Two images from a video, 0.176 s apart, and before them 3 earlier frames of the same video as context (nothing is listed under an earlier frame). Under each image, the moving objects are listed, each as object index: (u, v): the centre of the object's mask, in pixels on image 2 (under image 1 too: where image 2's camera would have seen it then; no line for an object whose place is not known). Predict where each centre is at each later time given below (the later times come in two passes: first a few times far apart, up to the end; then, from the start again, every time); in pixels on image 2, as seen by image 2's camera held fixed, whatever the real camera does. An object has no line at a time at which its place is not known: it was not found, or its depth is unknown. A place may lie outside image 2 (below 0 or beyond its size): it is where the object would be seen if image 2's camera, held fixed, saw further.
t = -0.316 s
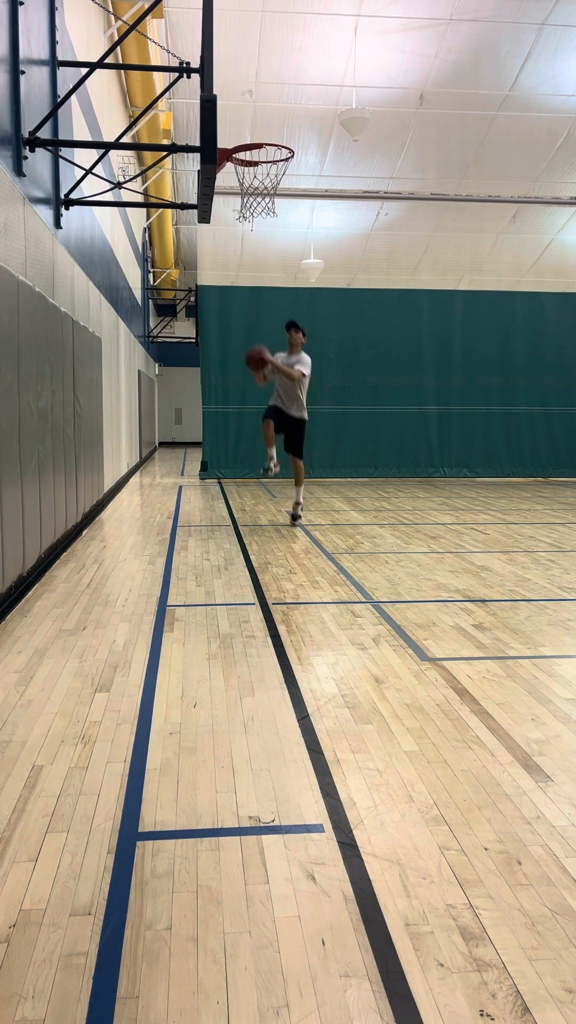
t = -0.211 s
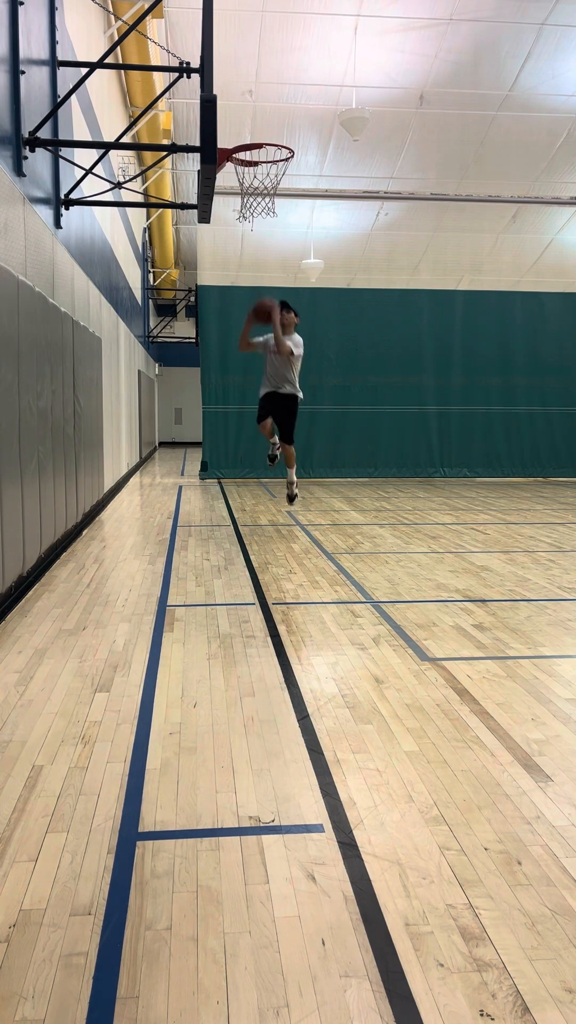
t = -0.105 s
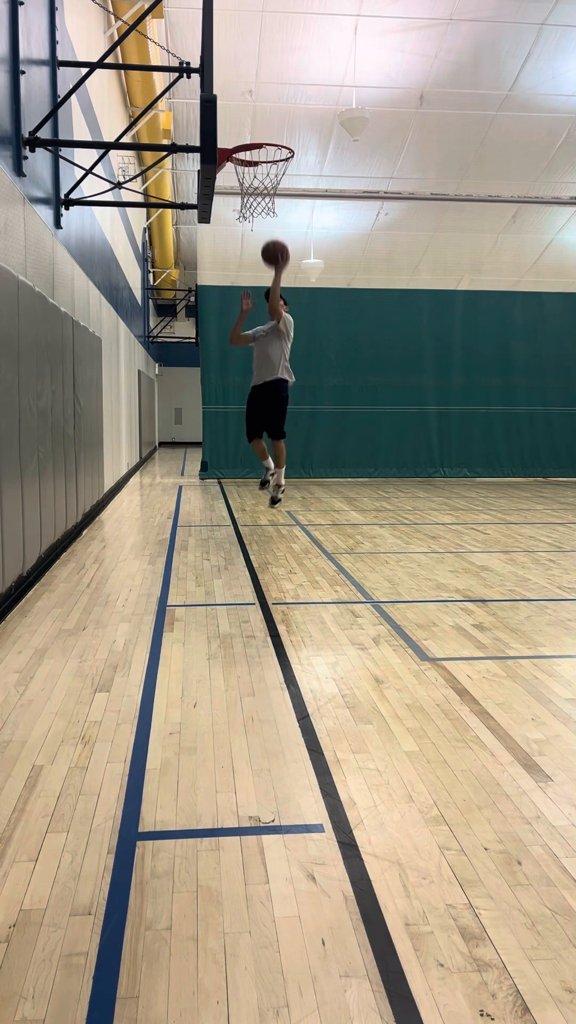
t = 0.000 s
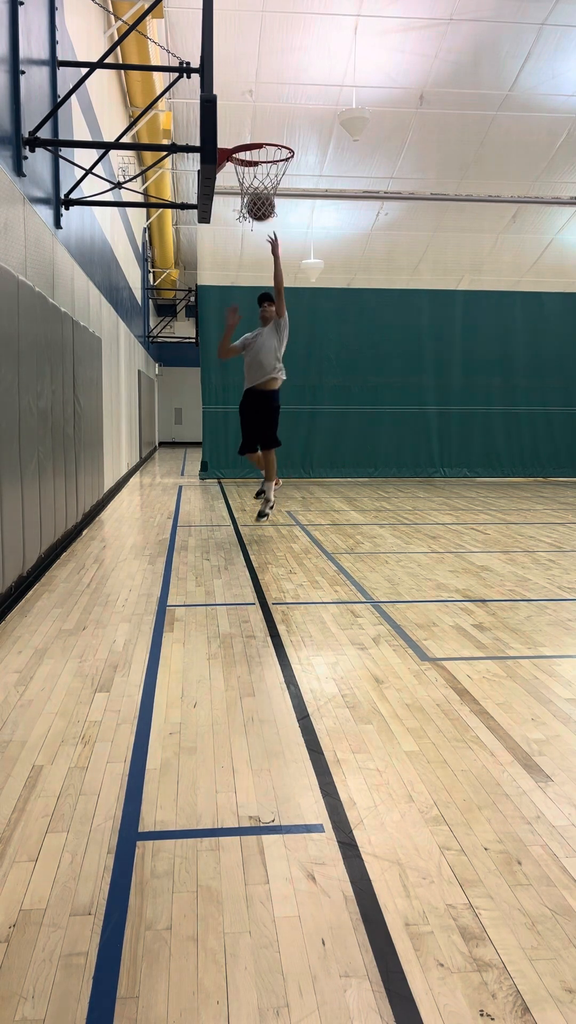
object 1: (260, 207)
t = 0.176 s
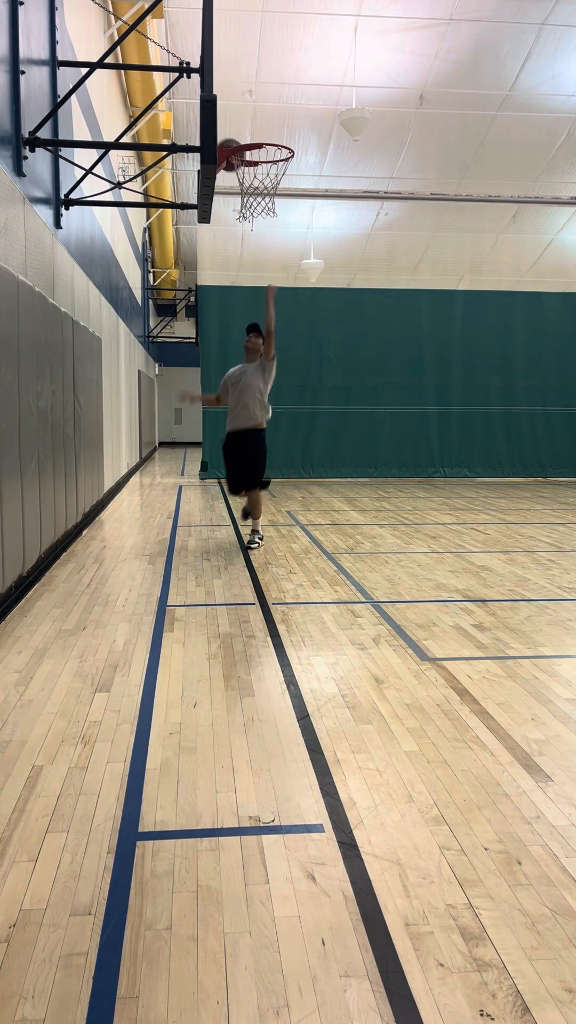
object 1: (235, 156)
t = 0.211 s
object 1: (226, 141)
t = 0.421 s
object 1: (243, 164)
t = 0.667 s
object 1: (250, 235)
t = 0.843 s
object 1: (255, 321)
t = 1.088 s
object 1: (262, 484)
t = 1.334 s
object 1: (267, 414)
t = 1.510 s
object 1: (269, 357)
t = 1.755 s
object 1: (272, 330)
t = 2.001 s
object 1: (274, 374)
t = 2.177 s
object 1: (276, 440)
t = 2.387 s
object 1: (277, 504)
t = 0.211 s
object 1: (226, 141)
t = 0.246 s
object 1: (228, 141)
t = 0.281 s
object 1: (233, 147)
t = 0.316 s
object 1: (238, 154)
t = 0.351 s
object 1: (241, 158)
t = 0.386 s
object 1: (242, 162)
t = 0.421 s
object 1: (243, 164)
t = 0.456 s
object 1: (244, 167)
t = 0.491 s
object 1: (244, 172)
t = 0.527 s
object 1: (246, 188)
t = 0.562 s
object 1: (247, 198)
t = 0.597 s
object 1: (248, 209)
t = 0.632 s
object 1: (249, 222)
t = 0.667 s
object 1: (250, 235)
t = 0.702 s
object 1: (251, 251)
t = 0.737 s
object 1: (252, 266)
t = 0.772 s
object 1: (253, 283)
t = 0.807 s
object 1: (254, 303)
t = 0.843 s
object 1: (255, 321)
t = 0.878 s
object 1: (256, 342)
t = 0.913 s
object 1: (257, 363)
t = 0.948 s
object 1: (258, 385)
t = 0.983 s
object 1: (260, 409)
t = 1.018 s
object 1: (260, 434)
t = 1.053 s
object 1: (261, 458)
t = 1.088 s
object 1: (262, 484)
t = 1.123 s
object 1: (263, 510)
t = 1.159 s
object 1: (264, 503)
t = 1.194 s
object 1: (265, 482)
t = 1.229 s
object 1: (265, 463)
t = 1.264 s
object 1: (266, 445)
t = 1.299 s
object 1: (267, 429)
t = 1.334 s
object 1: (267, 414)
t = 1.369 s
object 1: (268, 400)
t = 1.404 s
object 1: (268, 387)
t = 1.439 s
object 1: (269, 376)
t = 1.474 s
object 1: (269, 366)
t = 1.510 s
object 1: (269, 357)
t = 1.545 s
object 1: (270, 349)
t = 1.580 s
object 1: (270, 342)
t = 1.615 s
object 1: (270, 338)
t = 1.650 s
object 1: (271, 333)
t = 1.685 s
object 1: (271, 331)
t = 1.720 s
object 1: (272, 330)
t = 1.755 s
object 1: (272, 330)
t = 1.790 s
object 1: (272, 333)
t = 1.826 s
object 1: (273, 337)
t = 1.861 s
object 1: (273, 342)
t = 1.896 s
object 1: (273, 348)
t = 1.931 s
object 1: (274, 355)
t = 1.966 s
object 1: (274, 364)
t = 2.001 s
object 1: (274, 374)
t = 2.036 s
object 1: (275, 385)
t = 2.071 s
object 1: (275, 397)
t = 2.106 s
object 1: (275, 410)
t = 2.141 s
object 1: (276, 425)
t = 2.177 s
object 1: (276, 440)
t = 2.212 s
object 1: (276, 456)
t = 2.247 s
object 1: (276, 473)
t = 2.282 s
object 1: (276, 492)
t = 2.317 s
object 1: (276, 511)
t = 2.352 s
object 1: (277, 520)
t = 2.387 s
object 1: (277, 504)
